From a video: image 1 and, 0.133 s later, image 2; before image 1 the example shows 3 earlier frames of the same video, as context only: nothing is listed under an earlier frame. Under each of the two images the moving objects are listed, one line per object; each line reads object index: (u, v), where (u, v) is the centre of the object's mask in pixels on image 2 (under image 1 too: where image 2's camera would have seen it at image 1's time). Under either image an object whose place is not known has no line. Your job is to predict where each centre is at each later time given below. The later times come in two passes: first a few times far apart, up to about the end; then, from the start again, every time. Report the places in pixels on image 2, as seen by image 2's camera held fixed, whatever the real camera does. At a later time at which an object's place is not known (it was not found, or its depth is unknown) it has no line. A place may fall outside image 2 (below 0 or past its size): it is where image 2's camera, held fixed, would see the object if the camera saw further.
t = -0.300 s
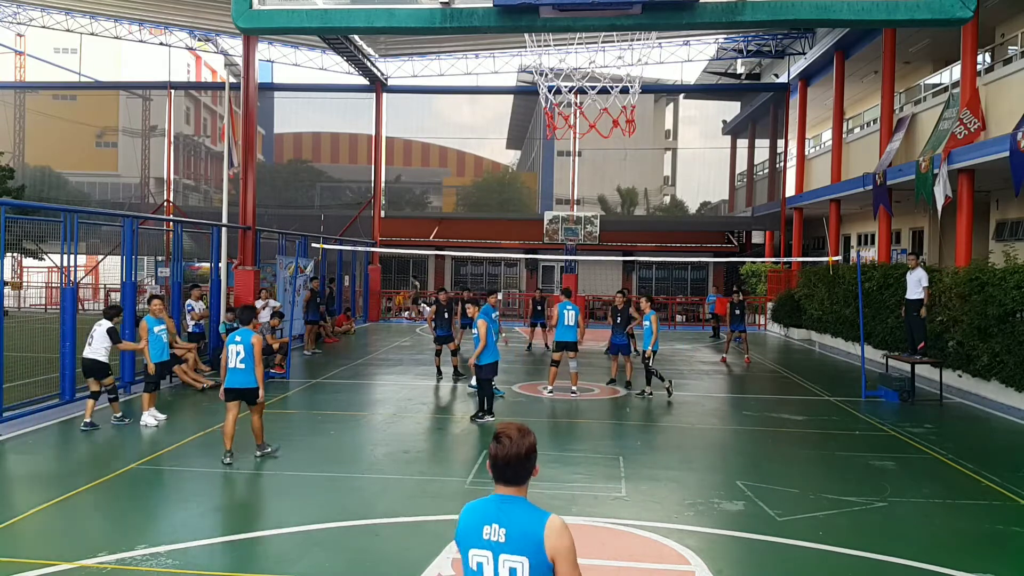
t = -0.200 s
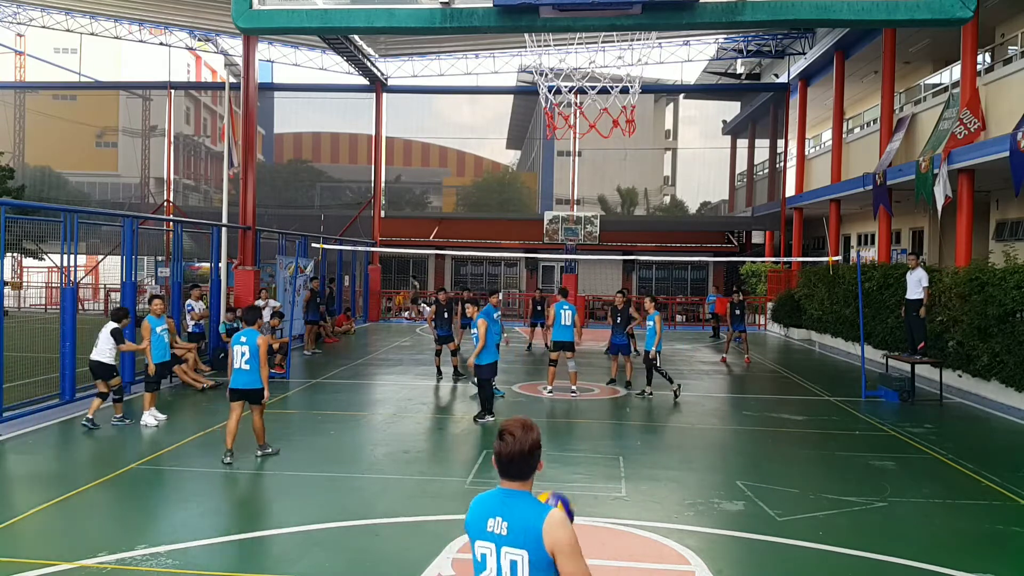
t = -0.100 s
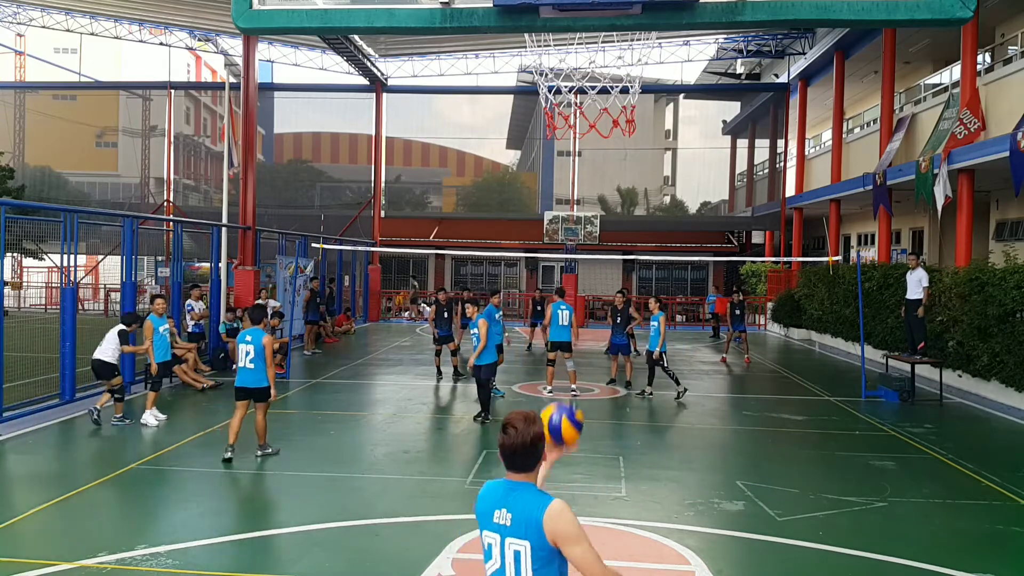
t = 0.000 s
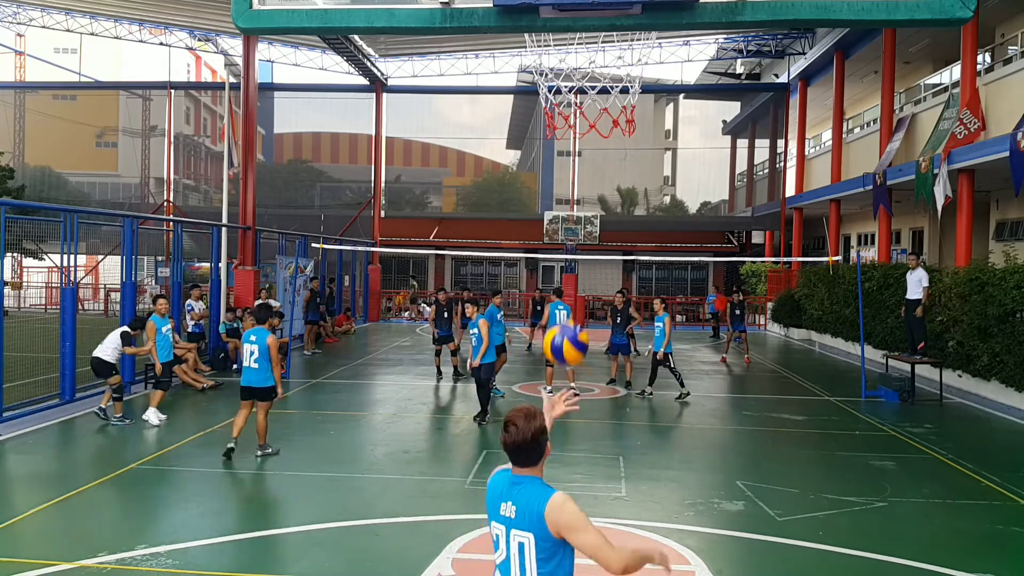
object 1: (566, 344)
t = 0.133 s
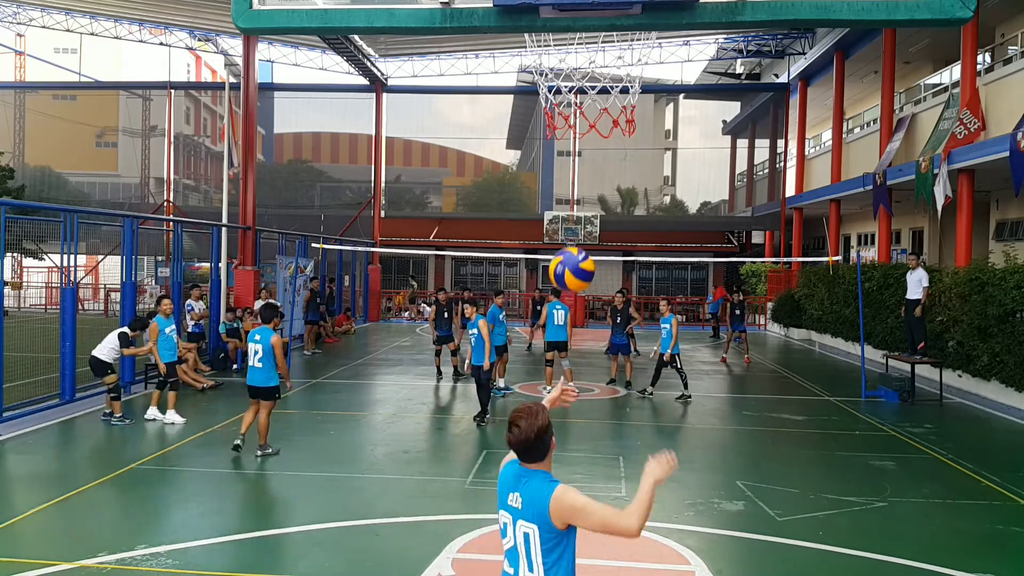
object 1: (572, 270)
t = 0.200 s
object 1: (575, 247)
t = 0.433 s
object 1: (582, 237)
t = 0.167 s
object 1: (573, 257)
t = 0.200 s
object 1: (575, 247)
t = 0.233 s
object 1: (576, 238)
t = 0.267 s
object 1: (577, 233)
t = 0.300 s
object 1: (578, 229)
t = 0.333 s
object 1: (579, 228)
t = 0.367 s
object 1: (580, 229)
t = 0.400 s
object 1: (581, 232)
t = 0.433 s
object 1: (582, 237)
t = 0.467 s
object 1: (583, 244)
